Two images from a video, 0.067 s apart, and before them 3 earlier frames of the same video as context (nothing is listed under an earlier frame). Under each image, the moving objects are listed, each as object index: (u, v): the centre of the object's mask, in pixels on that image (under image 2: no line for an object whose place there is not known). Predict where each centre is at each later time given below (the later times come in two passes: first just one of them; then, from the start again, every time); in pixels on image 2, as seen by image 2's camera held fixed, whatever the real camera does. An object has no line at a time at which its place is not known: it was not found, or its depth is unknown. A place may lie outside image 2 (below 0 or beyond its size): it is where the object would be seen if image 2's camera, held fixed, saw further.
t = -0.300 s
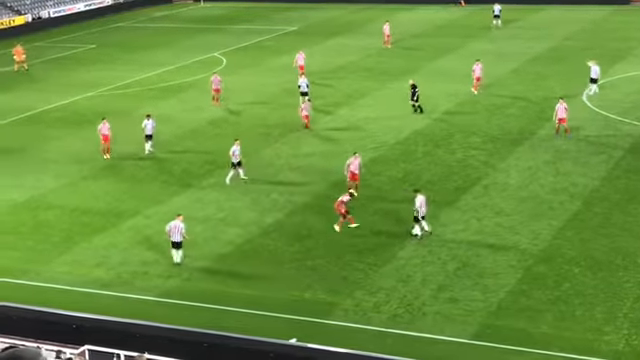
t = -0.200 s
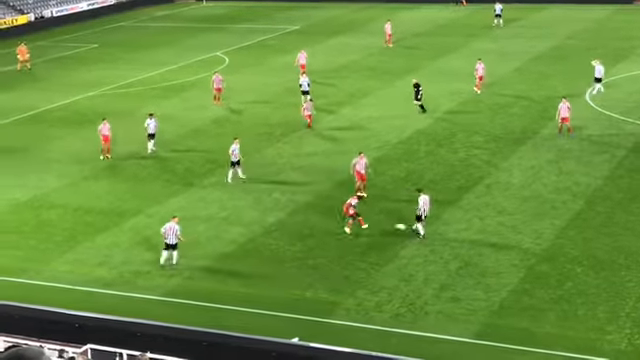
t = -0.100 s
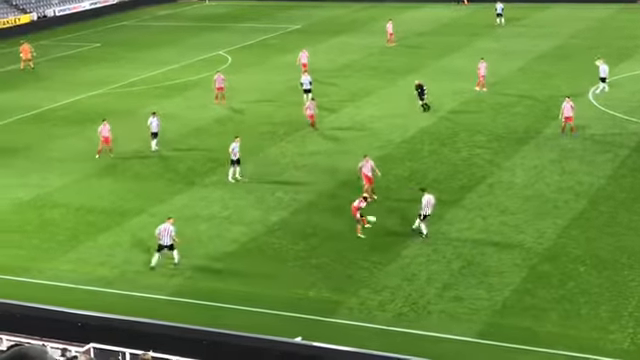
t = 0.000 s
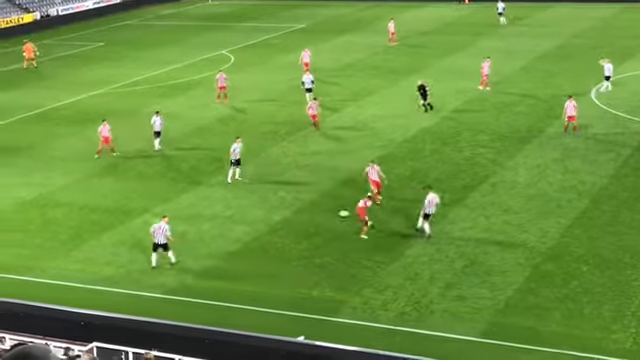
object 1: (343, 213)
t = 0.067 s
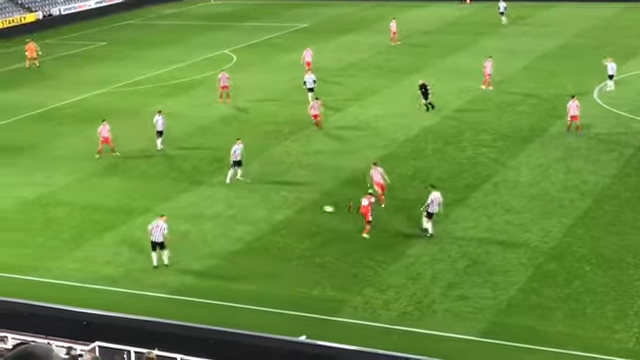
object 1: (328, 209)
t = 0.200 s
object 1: (295, 202)
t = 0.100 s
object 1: (319, 207)
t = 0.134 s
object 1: (310, 205)
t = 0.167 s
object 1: (303, 204)
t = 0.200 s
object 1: (295, 202)
